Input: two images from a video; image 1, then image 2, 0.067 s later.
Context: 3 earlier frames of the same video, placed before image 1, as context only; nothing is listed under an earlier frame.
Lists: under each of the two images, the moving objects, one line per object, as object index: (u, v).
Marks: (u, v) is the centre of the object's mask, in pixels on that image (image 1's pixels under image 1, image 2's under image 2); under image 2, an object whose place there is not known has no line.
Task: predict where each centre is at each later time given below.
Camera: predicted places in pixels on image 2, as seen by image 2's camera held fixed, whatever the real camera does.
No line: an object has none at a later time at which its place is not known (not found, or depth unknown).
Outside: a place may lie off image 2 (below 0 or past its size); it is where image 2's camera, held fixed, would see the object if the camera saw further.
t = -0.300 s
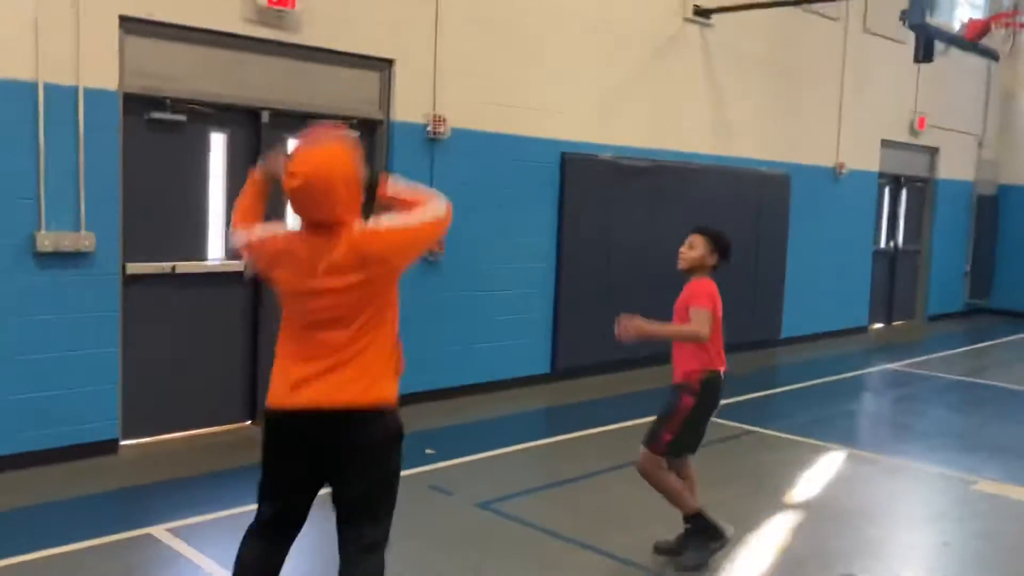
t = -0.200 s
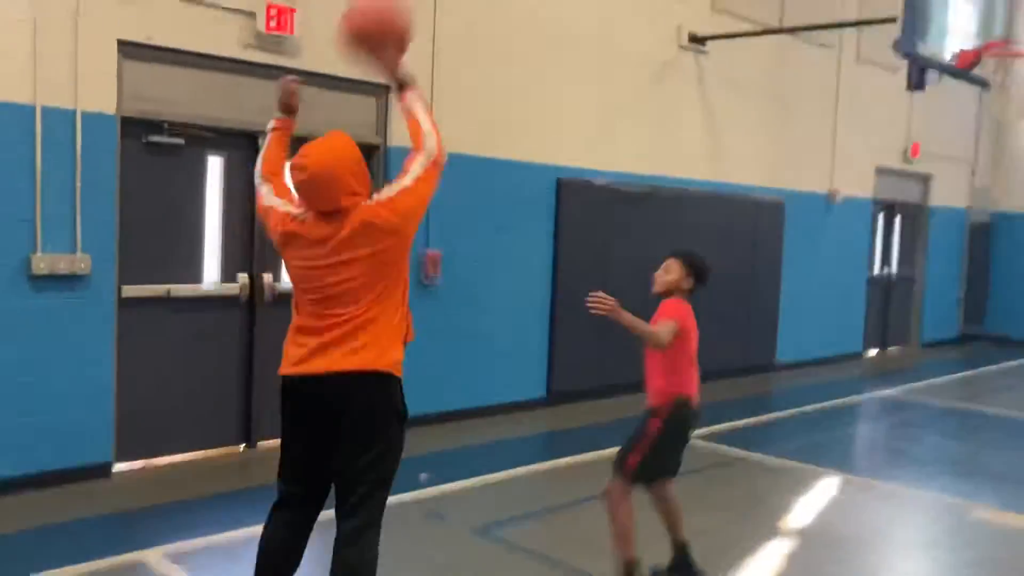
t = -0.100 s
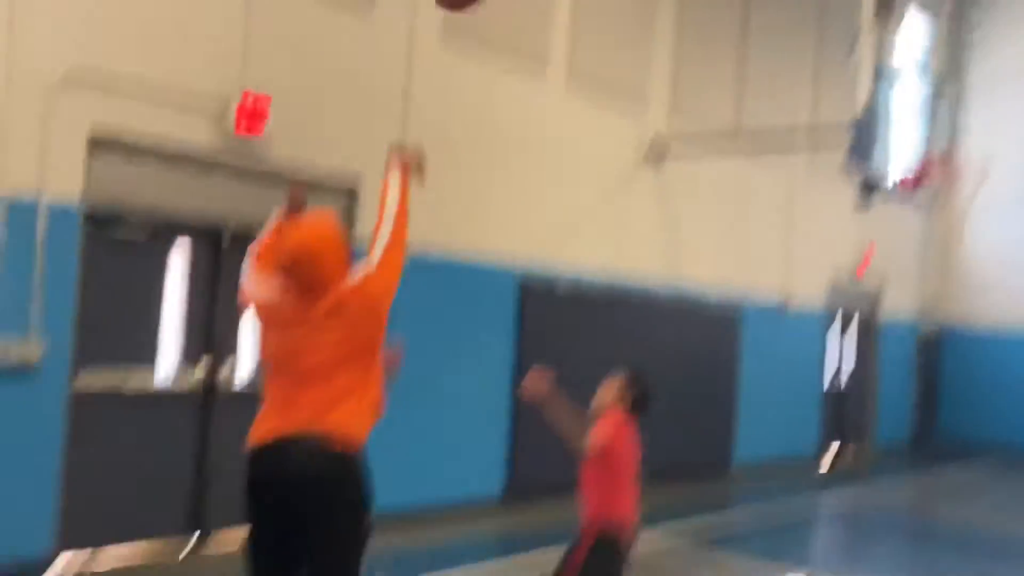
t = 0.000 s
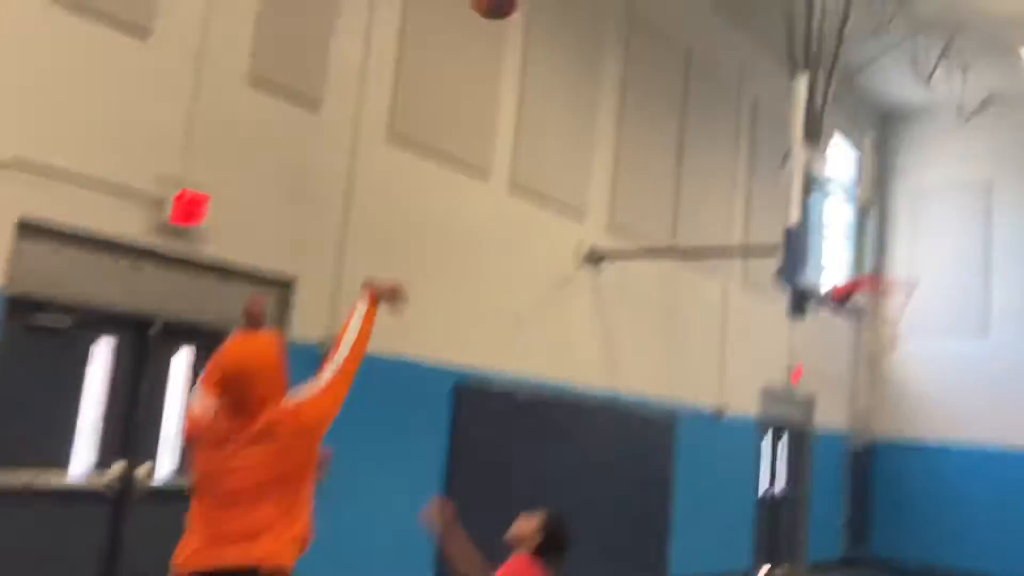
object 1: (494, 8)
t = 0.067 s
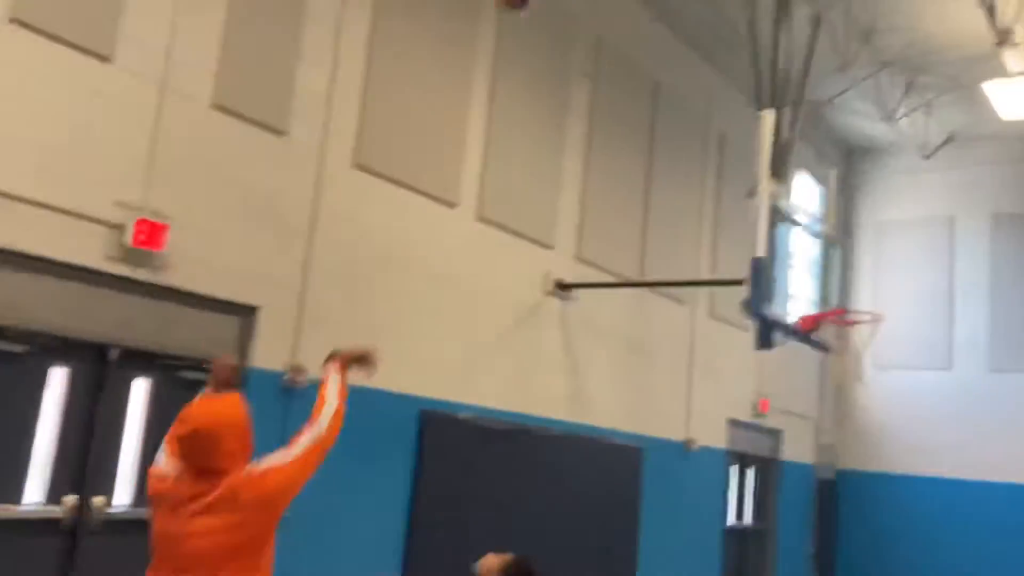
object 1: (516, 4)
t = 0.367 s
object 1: (669, -44)
